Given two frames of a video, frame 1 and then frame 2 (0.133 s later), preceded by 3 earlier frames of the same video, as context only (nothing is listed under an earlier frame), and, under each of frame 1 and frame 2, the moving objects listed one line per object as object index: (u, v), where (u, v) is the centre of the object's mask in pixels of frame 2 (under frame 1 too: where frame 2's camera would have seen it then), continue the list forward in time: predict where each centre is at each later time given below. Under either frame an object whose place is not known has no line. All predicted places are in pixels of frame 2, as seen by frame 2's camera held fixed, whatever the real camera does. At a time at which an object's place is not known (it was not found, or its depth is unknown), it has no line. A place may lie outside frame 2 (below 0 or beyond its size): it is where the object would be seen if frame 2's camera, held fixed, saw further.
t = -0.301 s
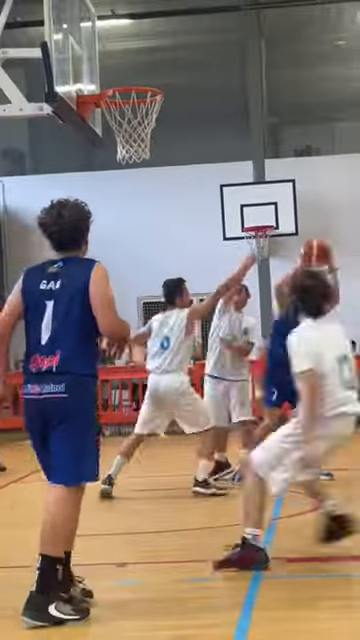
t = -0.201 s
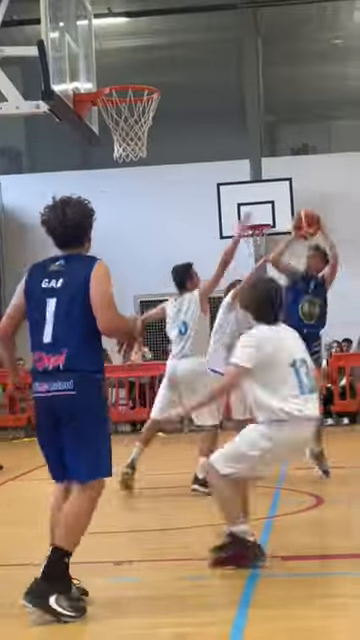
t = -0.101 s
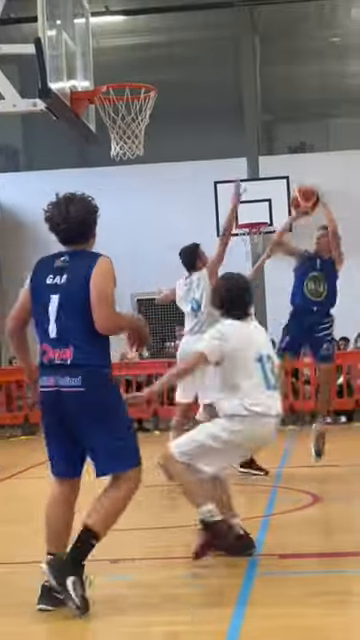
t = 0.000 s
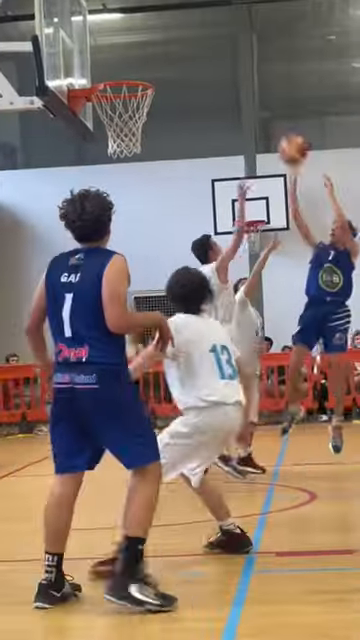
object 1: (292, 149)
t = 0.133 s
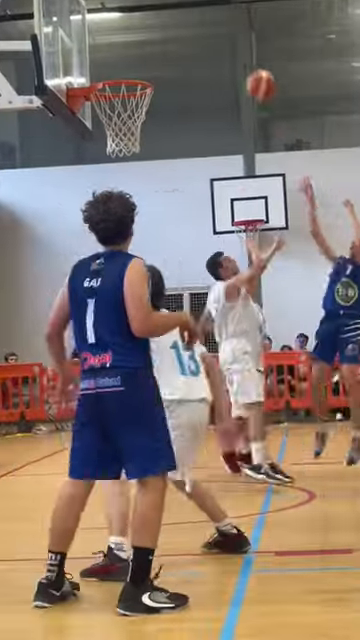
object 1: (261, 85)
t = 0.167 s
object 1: (252, 74)
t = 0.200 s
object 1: (244, 62)
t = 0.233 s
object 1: (237, 50)
